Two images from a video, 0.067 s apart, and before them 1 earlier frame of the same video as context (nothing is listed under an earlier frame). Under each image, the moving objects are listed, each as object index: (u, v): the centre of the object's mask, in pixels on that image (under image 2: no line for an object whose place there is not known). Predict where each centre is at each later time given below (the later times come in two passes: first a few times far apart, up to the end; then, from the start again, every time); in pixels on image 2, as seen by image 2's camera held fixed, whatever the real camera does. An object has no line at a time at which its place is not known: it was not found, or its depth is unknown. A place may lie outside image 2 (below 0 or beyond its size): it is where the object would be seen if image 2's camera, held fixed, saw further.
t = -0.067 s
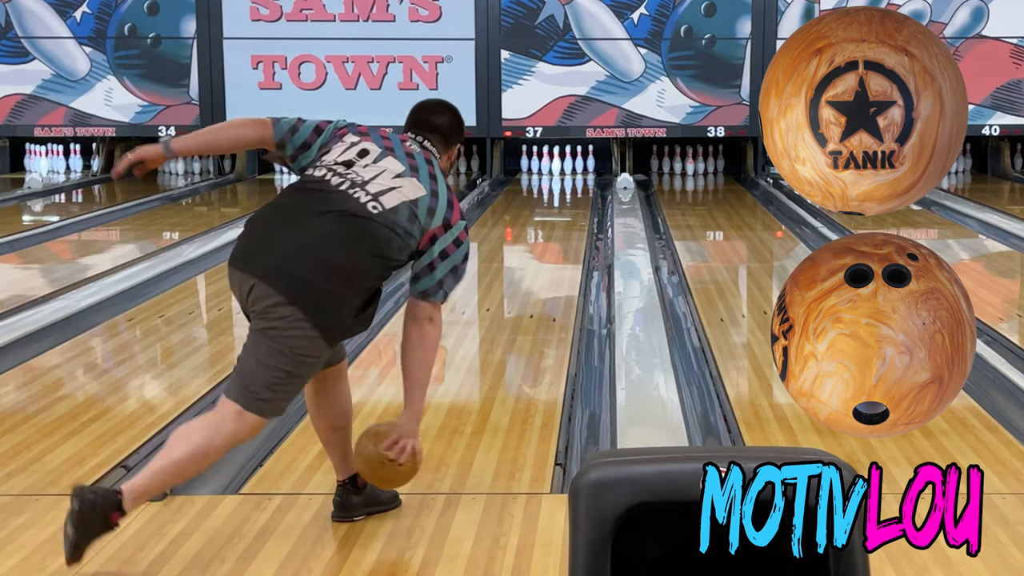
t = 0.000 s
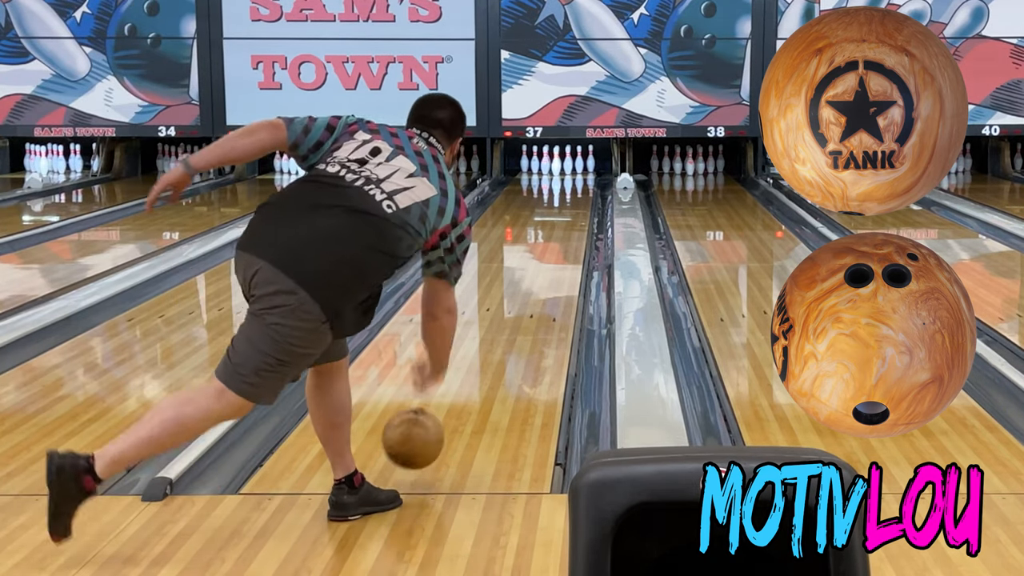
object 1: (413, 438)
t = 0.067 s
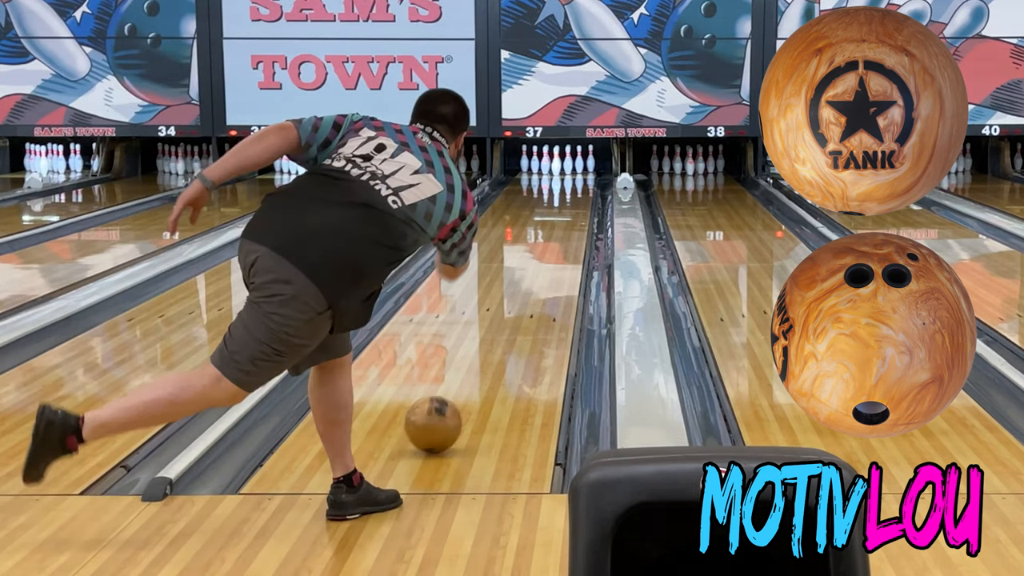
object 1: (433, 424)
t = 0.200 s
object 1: (464, 376)
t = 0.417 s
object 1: (500, 321)
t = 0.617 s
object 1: (523, 284)
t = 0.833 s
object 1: (540, 256)
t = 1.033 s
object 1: (551, 236)
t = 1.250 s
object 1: (561, 217)
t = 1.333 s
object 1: (563, 212)
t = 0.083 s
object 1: (437, 417)
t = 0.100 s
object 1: (442, 410)
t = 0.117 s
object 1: (446, 404)
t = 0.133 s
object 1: (450, 398)
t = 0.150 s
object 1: (454, 392)
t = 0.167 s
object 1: (457, 386)
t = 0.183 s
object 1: (461, 381)
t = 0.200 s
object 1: (464, 376)
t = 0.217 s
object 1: (468, 371)
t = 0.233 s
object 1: (471, 366)
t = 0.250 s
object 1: (474, 361)
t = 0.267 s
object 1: (477, 356)
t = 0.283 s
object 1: (480, 352)
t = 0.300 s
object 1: (483, 347)
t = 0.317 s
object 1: (486, 343)
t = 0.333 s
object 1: (488, 339)
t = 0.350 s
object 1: (491, 335)
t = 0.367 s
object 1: (493, 331)
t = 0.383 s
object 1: (495, 328)
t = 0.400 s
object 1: (498, 324)
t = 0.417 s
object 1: (500, 321)
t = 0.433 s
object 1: (502, 317)
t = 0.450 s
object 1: (504, 314)
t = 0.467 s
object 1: (506, 311)
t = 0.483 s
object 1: (509, 307)
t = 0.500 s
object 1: (510, 304)
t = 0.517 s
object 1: (512, 301)
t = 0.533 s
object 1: (514, 298)
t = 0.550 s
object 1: (516, 295)
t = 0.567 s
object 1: (518, 293)
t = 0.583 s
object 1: (519, 290)
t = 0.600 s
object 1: (521, 287)
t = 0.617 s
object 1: (523, 284)
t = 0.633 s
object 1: (524, 282)
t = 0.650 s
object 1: (526, 279)
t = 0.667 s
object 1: (527, 277)
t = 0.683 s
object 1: (529, 275)
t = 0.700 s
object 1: (530, 272)
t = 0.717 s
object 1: (531, 270)
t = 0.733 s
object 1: (532, 268)
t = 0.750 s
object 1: (534, 266)
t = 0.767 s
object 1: (535, 264)
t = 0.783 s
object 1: (536, 262)
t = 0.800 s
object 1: (537, 259)
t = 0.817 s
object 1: (539, 257)
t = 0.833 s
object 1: (540, 256)
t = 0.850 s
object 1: (541, 254)
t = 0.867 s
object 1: (542, 252)
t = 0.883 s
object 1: (543, 250)
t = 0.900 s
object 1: (544, 248)
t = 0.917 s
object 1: (545, 246)
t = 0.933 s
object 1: (546, 245)
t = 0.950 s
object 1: (547, 243)
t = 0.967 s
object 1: (548, 241)
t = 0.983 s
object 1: (549, 240)
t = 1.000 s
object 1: (550, 239)
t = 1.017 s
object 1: (550, 237)
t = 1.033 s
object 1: (551, 236)
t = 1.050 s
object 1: (552, 234)
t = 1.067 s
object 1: (553, 233)
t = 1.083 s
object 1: (554, 231)
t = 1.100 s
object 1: (554, 230)
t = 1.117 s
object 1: (555, 228)
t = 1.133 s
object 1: (556, 227)
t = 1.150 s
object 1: (556, 226)
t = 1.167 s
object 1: (557, 224)
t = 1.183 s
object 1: (558, 223)
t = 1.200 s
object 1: (559, 222)
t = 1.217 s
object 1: (560, 221)
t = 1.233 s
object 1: (561, 219)
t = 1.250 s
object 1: (561, 217)
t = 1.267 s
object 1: (561, 217)
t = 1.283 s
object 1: (562, 216)
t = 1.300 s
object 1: (563, 215)
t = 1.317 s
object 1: (563, 214)
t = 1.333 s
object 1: (563, 212)
